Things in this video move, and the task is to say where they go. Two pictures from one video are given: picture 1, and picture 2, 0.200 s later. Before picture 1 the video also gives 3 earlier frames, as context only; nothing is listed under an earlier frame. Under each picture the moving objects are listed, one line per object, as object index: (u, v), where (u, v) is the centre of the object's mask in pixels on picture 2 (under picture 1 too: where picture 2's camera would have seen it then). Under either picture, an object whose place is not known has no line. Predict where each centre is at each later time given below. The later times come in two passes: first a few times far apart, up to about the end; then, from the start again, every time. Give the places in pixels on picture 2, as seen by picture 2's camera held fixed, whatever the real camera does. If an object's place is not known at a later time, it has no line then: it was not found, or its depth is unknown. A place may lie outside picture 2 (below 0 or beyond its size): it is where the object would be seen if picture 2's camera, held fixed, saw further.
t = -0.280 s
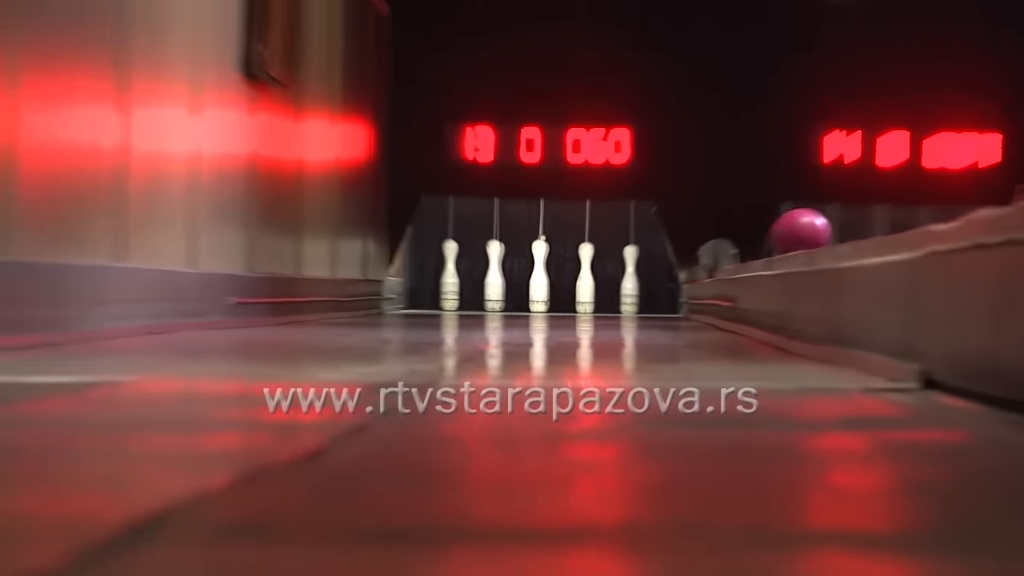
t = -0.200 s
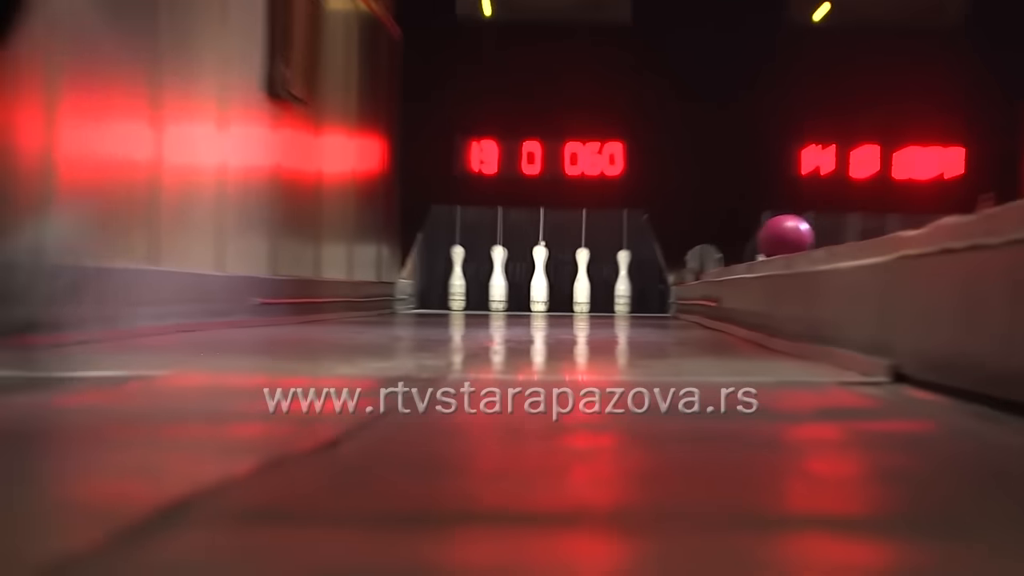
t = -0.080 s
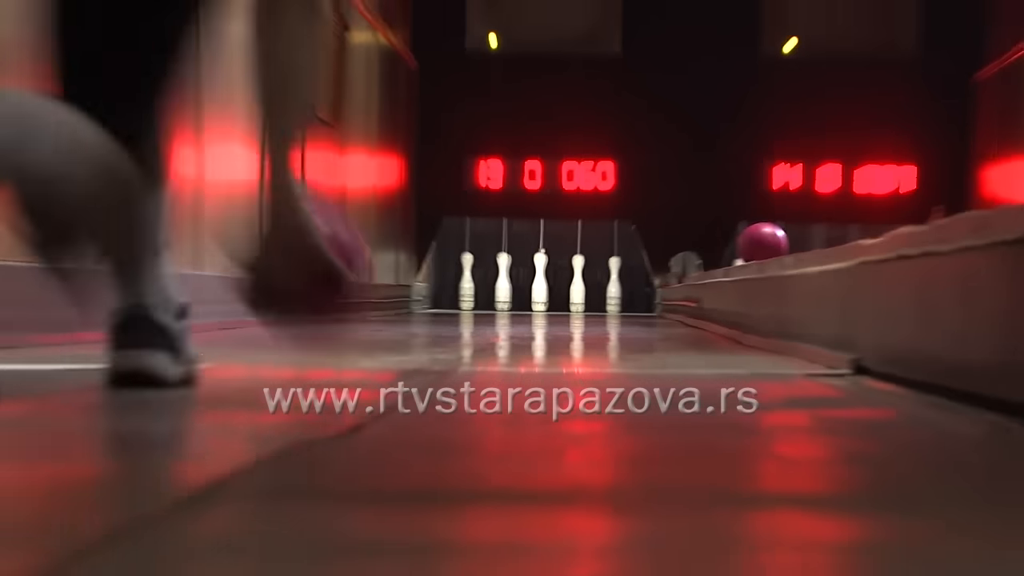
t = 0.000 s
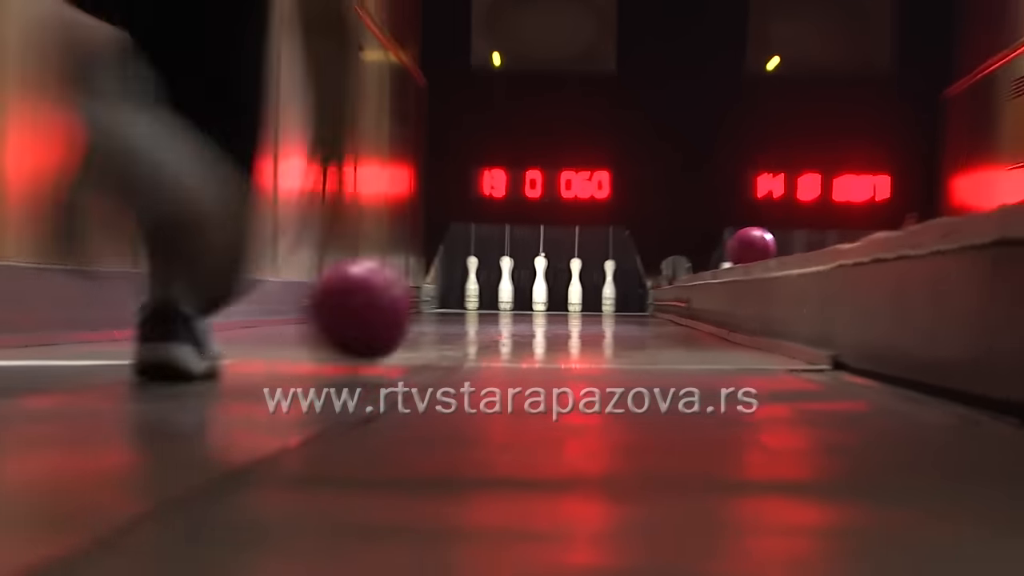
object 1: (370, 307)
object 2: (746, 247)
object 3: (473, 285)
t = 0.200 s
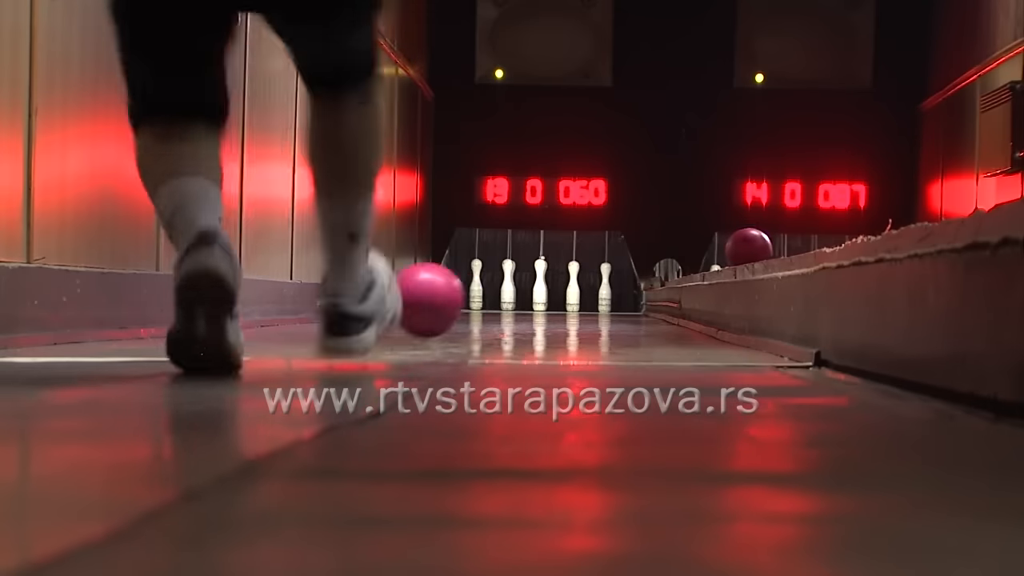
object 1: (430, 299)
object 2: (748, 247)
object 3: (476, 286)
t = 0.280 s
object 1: (439, 307)
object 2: (750, 246)
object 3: (477, 284)
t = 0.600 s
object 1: (473, 302)
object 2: (769, 241)
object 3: (476, 268)
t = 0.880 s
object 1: (488, 303)
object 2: (788, 236)
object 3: (476, 273)
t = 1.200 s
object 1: (494, 303)
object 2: (813, 229)
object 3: (475, 283)
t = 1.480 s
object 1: (496, 302)
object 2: (842, 218)
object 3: (476, 286)
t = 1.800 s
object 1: (496, 302)
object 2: (885, 203)
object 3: (476, 286)
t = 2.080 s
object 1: (495, 301)
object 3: (476, 286)
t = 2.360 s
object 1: (495, 301)
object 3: (476, 286)
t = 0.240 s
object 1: (433, 301)
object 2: (748, 247)
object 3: (476, 286)
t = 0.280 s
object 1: (439, 307)
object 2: (750, 246)
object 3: (477, 284)
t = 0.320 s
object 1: (446, 302)
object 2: (754, 246)
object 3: (477, 281)
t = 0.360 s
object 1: (451, 301)
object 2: (756, 245)
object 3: (477, 273)
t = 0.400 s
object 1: (456, 305)
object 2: (759, 244)
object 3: (477, 274)
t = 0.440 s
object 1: (460, 305)
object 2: (759, 244)
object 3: (476, 270)
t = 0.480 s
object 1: (465, 302)
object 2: (762, 243)
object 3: (476, 267)
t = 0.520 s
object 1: (468, 304)
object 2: (766, 243)
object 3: (476, 268)
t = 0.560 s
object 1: (471, 304)
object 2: (768, 242)
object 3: (476, 269)
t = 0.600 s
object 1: (473, 302)
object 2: (769, 241)
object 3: (476, 268)
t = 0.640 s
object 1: (476, 303)
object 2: (770, 240)
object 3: (476, 269)
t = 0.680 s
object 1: (478, 303)
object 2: (773, 240)
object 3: (476, 269)
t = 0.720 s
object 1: (480, 301)
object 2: (777, 239)
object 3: (476, 268)
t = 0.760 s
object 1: (482, 303)
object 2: (779, 238)
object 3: (476, 270)
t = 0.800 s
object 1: (484, 302)
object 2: (781, 238)
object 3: (476, 270)
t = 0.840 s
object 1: (486, 302)
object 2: (784, 237)
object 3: (476, 271)
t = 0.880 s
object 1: (488, 303)
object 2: (788, 236)
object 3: (476, 273)
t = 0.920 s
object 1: (489, 302)
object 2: (791, 235)
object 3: (475, 273)
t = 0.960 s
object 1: (490, 303)
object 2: (793, 234)
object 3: (475, 278)
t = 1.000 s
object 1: (491, 302)
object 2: (797, 233)
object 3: (475, 279)
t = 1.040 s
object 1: (492, 302)
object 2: (801, 232)
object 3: (475, 280)
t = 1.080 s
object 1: (493, 303)
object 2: (803, 232)
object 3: (475, 281)
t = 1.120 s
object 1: (493, 302)
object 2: (806, 231)
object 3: (475, 282)
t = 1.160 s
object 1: (494, 303)
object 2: (809, 230)
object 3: (475, 283)
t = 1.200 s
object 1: (494, 303)
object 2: (813, 229)
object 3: (475, 283)
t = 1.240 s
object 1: (495, 303)
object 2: (816, 228)
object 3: (475, 284)
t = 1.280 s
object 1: (495, 303)
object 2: (820, 227)
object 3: (475, 284)
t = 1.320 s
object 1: (495, 303)
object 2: (825, 225)
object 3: (476, 285)
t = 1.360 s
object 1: (495, 302)
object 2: (828, 224)
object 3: (476, 285)
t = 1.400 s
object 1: (496, 302)
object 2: (832, 222)
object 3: (476, 285)
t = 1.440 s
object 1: (496, 302)
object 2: (838, 220)
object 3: (476, 285)
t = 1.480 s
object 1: (496, 302)
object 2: (842, 218)
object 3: (476, 286)
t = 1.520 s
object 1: (496, 302)
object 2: (846, 217)
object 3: (476, 286)
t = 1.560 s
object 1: (496, 302)
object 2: (851, 214)
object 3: (476, 286)
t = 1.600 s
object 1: (496, 302)
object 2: (855, 213)
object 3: (476, 286)
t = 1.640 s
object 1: (496, 302)
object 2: (861, 211)
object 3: (476, 286)
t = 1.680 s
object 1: (496, 302)
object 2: (869, 209)
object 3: (476, 286)
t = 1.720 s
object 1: (496, 302)
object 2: (874, 207)
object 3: (476, 286)
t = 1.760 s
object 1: (496, 302)
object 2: (878, 205)
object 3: (476, 286)
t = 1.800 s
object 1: (496, 302)
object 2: (885, 203)
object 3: (476, 286)
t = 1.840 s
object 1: (496, 302)
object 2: (892, 201)
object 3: (476, 286)
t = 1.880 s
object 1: (496, 302)
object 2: (898, 199)
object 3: (476, 286)
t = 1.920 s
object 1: (496, 302)
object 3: (476, 286)
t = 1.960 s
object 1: (496, 302)
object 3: (476, 286)
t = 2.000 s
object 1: (495, 302)
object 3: (476, 286)
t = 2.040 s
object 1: (495, 302)
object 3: (476, 286)
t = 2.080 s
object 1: (495, 301)
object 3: (476, 286)
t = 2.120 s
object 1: (495, 301)
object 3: (476, 286)
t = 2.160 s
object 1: (495, 301)
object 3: (476, 286)
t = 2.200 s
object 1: (495, 301)
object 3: (476, 286)
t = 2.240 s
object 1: (495, 301)
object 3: (476, 286)
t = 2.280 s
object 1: (495, 301)
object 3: (476, 286)
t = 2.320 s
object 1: (495, 301)
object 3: (476, 286)
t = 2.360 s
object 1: (495, 301)
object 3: (476, 286)
